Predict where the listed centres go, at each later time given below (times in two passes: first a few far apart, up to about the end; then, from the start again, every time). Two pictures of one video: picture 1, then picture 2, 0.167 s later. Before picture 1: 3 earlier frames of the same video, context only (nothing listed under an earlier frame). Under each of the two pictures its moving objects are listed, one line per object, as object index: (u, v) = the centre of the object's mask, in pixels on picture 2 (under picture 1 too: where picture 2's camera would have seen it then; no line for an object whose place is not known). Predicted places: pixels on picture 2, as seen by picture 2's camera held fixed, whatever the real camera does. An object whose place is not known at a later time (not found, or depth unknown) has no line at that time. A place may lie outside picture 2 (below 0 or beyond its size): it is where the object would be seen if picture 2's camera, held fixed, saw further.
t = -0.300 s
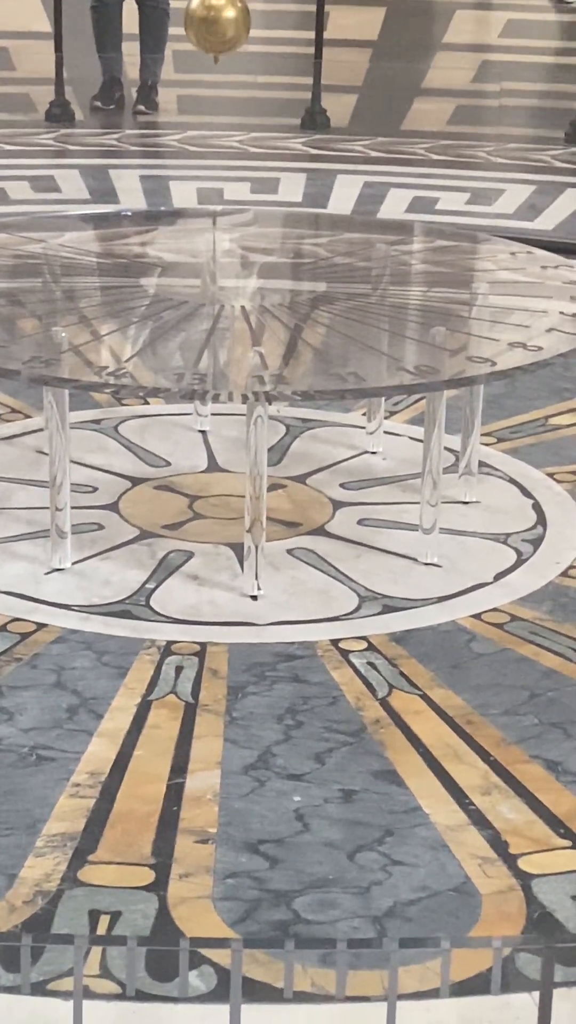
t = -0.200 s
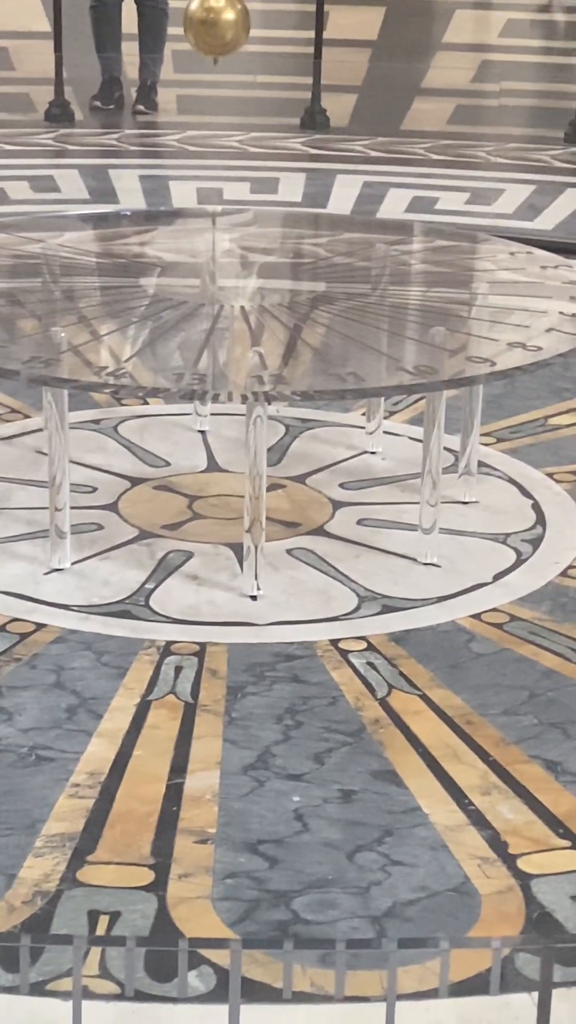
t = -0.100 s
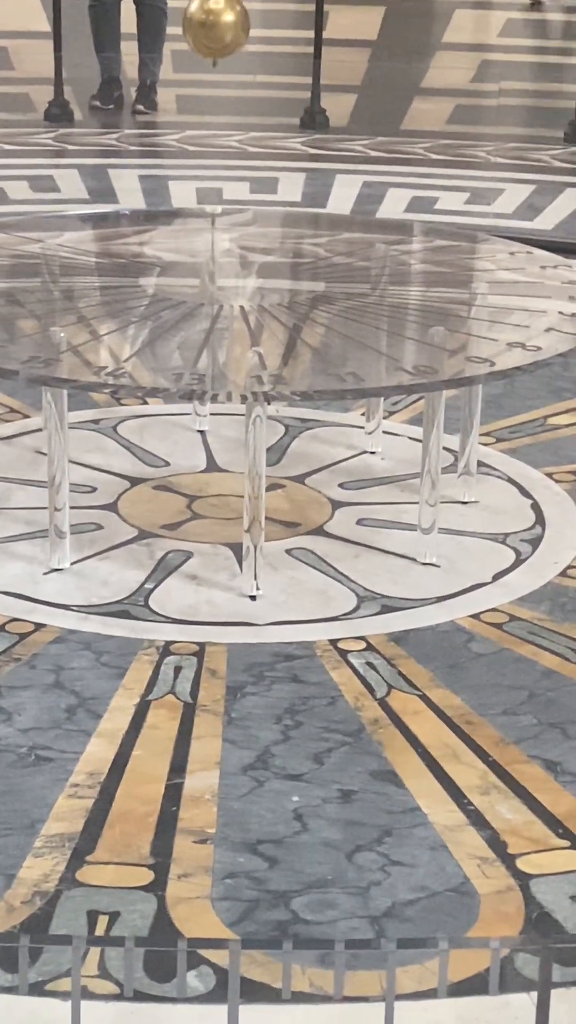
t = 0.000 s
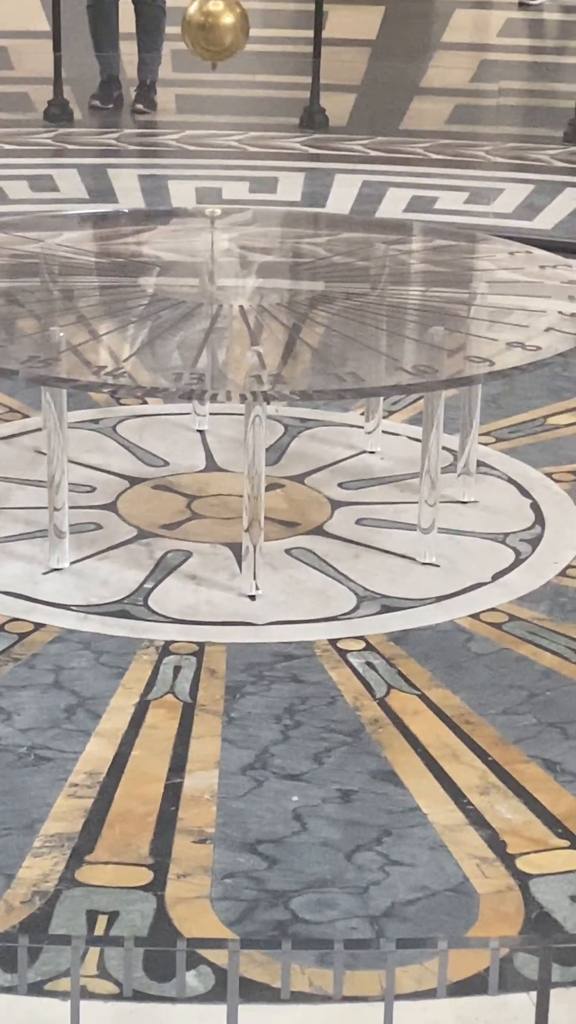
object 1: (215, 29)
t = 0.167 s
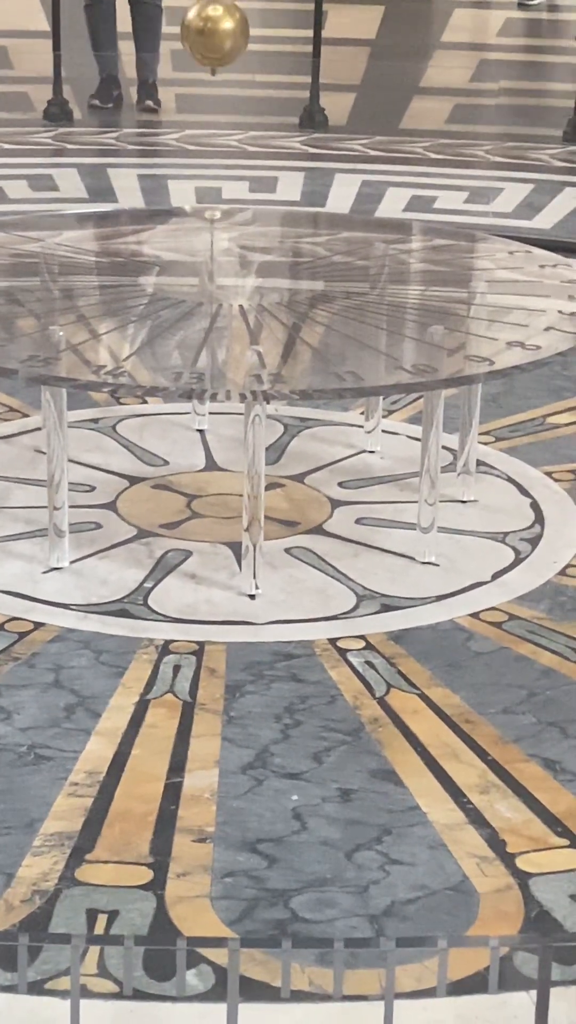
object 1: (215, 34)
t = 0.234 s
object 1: (215, 35)
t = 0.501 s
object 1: (215, 45)
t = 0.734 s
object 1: (215, 55)
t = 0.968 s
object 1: (216, 66)
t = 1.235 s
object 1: (216, 80)
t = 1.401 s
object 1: (217, 90)
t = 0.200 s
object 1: (215, 34)
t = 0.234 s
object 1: (215, 35)
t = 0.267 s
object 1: (215, 36)
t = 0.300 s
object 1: (215, 37)
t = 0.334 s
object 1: (215, 39)
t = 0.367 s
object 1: (215, 40)
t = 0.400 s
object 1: (215, 41)
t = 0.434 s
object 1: (215, 42)
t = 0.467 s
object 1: (215, 43)
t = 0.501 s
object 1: (215, 45)
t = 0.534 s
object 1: (215, 46)
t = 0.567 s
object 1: (215, 47)
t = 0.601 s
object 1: (215, 49)
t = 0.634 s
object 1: (215, 51)
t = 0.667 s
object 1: (215, 52)
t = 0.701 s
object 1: (215, 54)
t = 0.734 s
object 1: (215, 55)
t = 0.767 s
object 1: (215, 57)
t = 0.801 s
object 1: (215, 58)
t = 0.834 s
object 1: (215, 60)
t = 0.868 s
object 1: (215, 61)
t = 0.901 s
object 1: (215, 63)
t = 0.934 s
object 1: (215, 64)
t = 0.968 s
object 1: (216, 66)
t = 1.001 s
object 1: (216, 67)
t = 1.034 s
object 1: (216, 69)
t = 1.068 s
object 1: (216, 71)
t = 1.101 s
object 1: (216, 73)
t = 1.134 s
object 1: (216, 76)
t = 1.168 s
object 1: (216, 77)
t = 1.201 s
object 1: (216, 79)
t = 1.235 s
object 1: (216, 80)
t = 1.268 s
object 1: (216, 82)
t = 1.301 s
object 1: (216, 84)
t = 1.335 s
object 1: (216, 86)
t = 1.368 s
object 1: (216, 88)
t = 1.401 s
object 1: (217, 90)
